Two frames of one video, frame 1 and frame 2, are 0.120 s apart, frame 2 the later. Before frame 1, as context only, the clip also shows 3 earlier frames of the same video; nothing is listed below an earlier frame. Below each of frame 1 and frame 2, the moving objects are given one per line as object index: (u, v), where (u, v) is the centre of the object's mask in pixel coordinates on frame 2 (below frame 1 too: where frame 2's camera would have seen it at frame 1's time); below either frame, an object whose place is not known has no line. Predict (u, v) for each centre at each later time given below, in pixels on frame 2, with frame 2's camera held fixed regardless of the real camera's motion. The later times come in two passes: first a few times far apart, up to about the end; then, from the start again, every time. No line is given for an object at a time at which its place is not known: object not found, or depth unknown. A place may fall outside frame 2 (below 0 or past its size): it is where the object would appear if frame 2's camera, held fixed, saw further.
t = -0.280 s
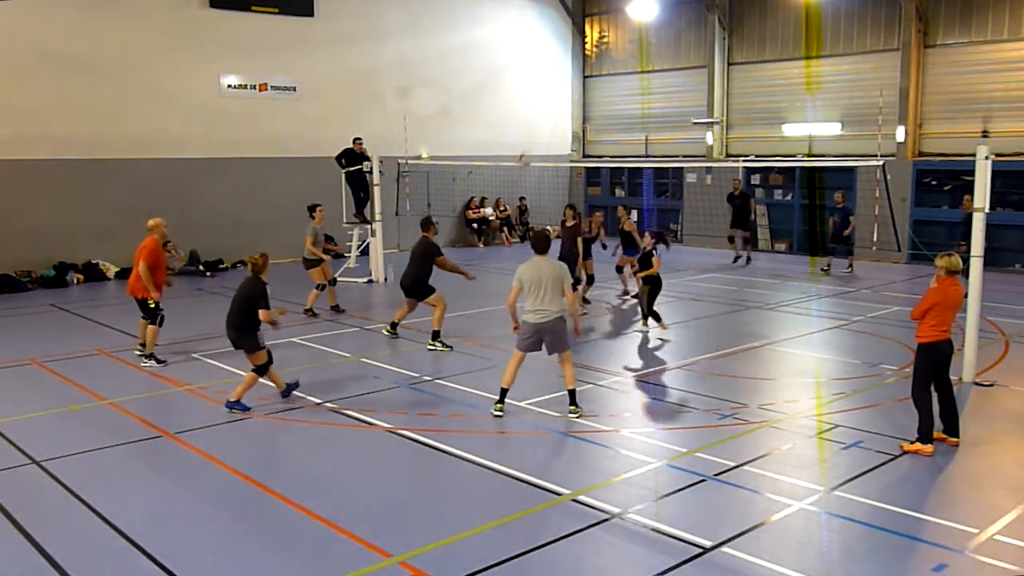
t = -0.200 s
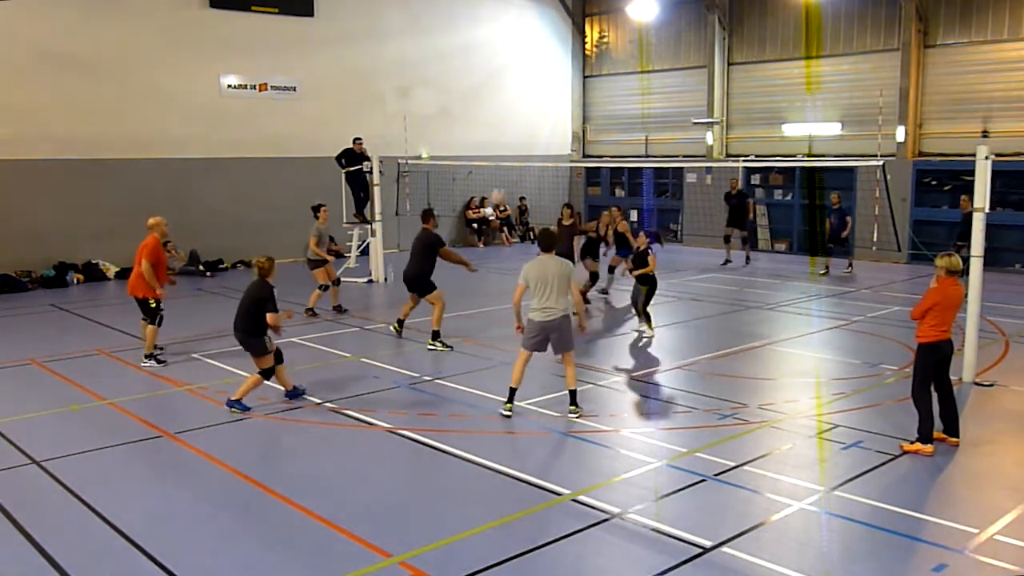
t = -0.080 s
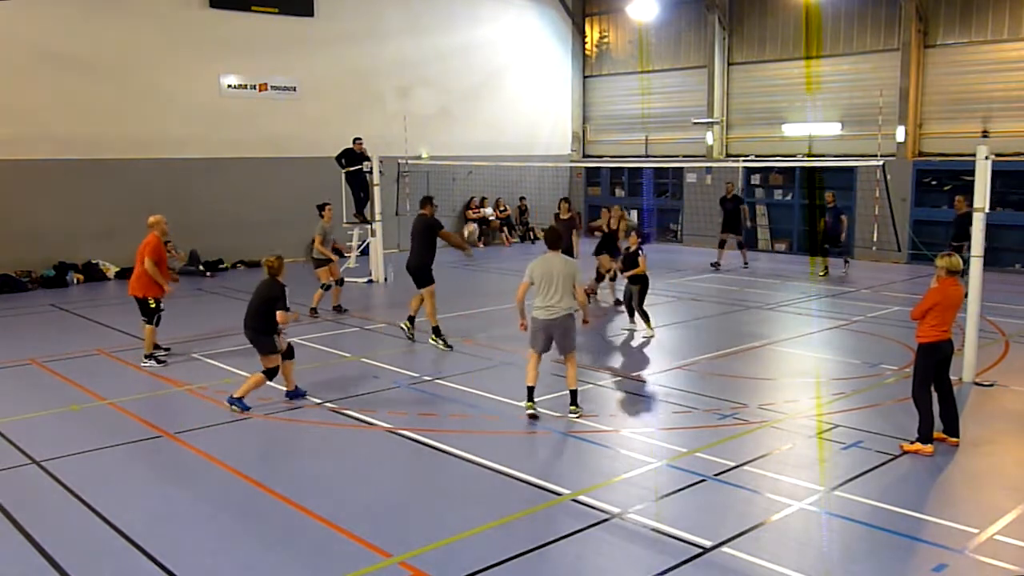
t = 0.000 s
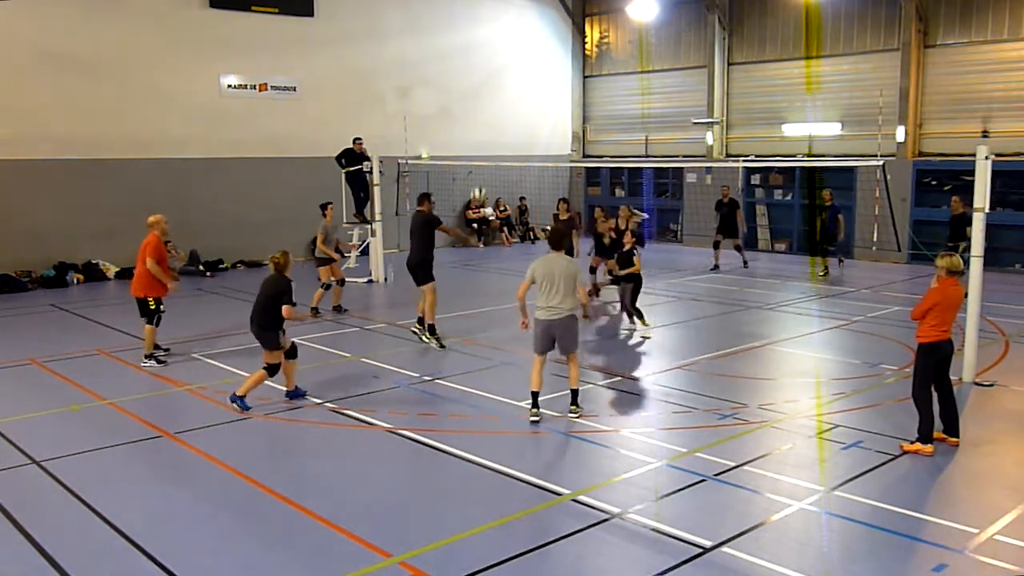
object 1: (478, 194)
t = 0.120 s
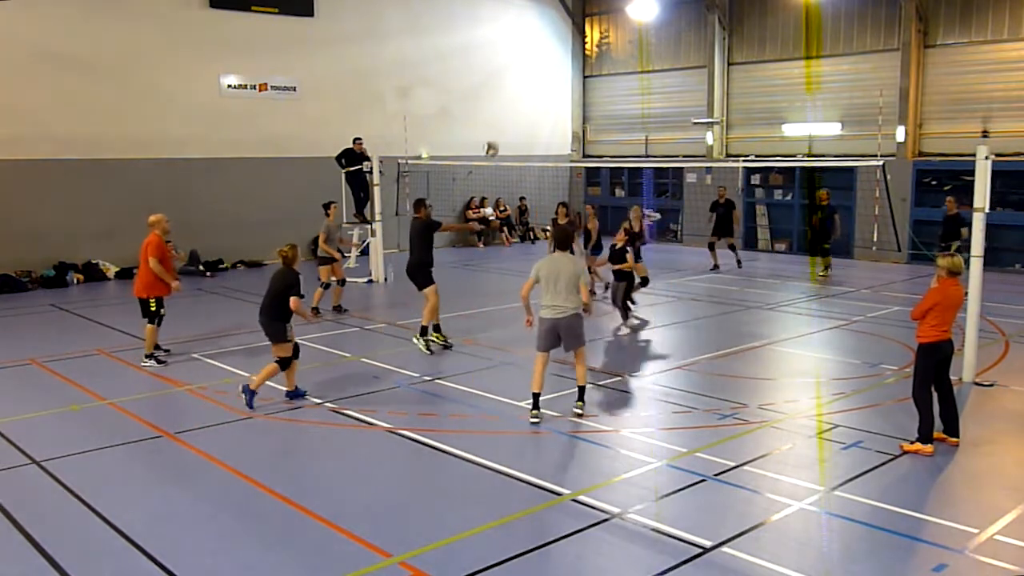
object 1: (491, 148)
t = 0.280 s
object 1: (506, 105)
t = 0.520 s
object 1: (531, 81)
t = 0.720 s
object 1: (552, 94)
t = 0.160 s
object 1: (495, 136)
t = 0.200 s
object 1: (499, 124)
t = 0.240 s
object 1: (503, 115)
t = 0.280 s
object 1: (506, 105)
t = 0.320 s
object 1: (511, 98)
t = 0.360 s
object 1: (515, 92)
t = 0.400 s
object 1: (519, 87)
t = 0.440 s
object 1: (523, 84)
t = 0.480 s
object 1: (527, 81)
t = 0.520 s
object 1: (531, 81)
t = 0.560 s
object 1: (535, 80)
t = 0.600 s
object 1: (540, 82)
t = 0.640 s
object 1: (544, 84)
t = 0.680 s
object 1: (548, 88)
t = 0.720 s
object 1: (552, 94)
